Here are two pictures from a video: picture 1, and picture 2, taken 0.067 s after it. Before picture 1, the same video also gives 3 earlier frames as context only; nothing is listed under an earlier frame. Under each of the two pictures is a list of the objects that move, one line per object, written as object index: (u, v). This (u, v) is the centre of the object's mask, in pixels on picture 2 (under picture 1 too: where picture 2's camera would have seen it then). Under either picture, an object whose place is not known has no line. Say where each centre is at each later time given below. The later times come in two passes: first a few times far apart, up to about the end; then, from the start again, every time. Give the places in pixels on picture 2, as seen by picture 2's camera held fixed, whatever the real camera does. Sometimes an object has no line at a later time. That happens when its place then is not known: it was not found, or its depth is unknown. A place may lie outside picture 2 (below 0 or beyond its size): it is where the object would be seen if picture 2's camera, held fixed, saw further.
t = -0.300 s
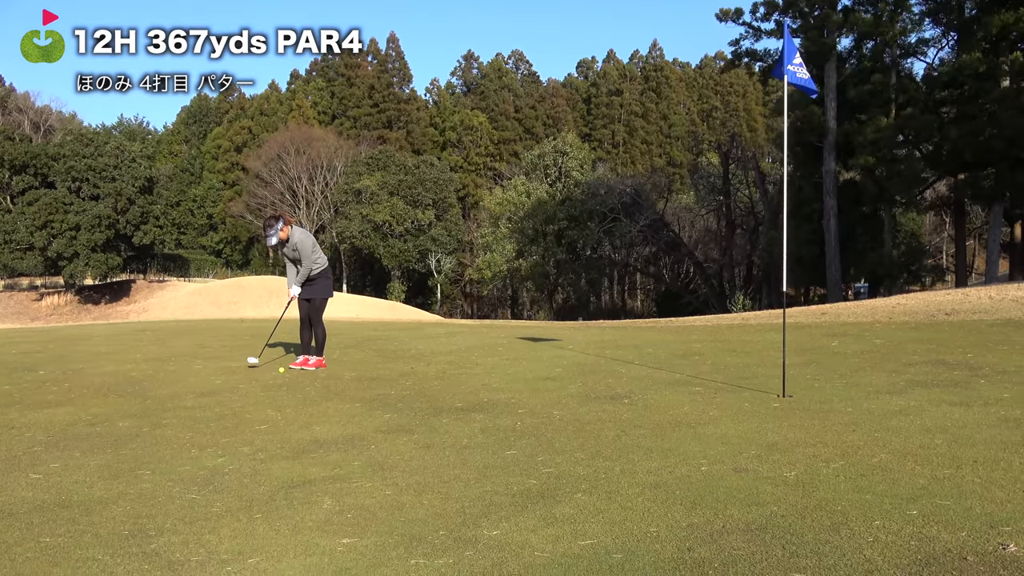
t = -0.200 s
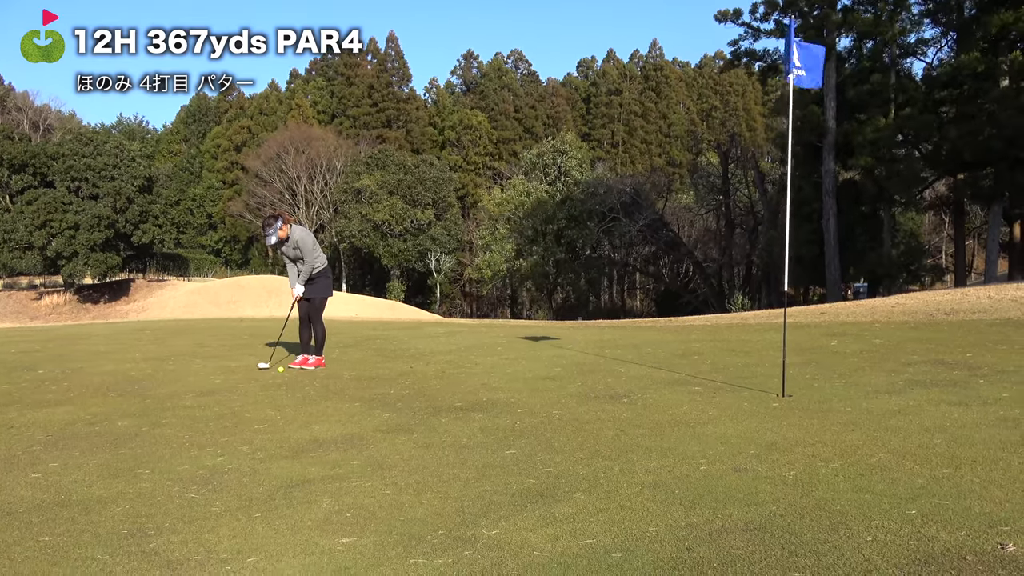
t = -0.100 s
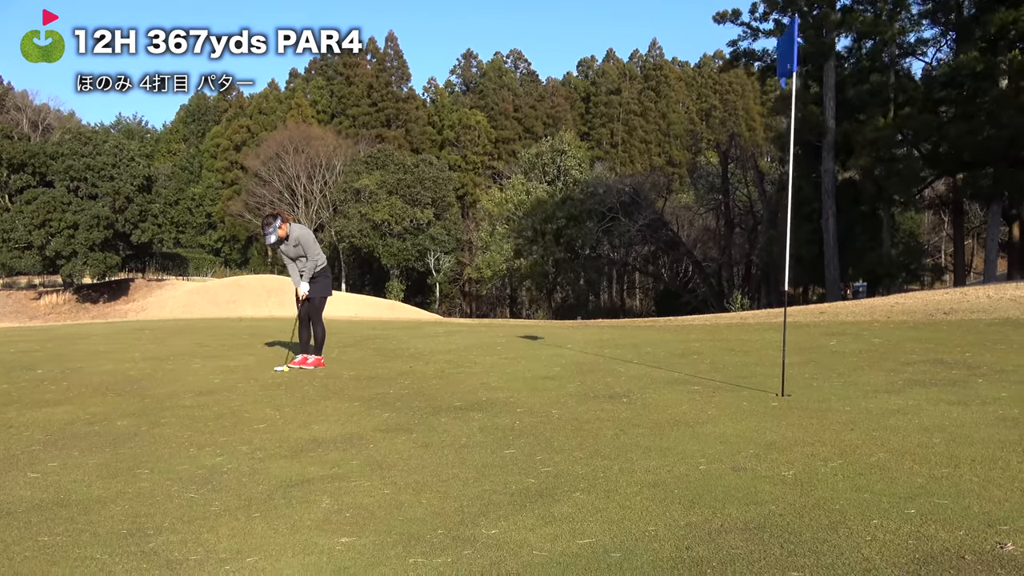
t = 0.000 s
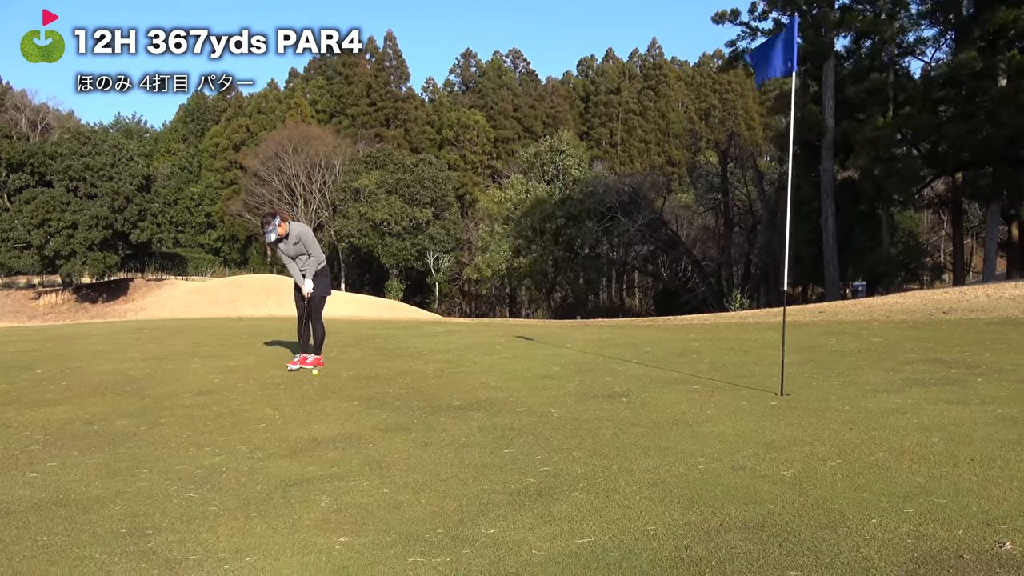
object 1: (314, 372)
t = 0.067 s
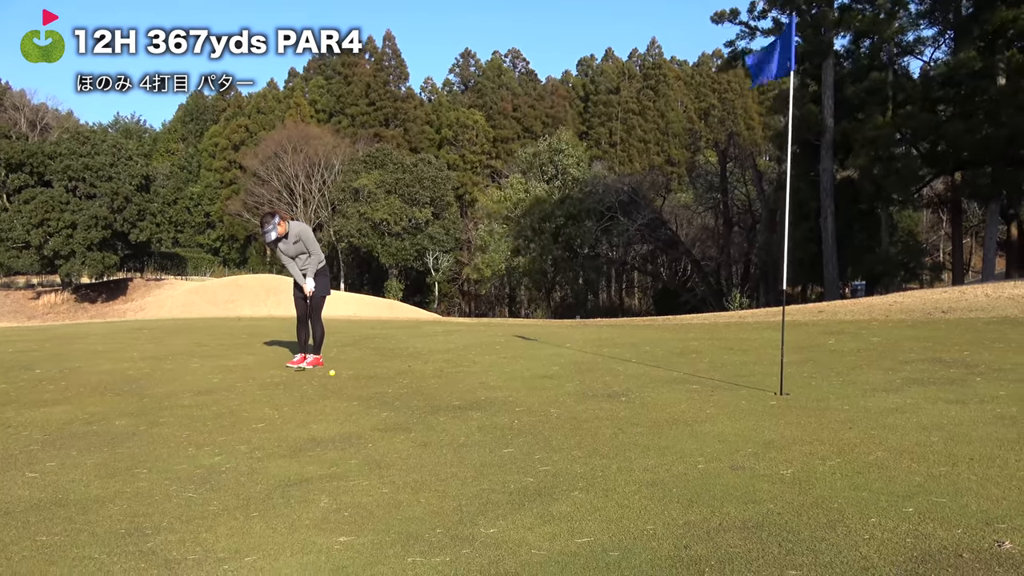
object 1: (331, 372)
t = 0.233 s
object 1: (373, 376)
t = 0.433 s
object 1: (425, 379)
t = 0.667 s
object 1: (487, 383)
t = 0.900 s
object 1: (551, 387)
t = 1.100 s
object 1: (606, 389)
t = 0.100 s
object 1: (340, 373)
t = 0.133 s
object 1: (348, 374)
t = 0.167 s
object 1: (356, 374)
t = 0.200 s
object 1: (365, 375)
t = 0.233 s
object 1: (373, 376)
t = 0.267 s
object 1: (381, 376)
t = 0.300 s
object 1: (390, 377)
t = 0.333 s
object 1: (399, 377)
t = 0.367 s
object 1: (407, 378)
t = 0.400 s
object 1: (416, 379)
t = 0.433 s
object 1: (425, 379)
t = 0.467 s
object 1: (433, 380)
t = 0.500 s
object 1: (442, 380)
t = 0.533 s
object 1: (451, 381)
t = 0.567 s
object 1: (460, 381)
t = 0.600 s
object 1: (469, 382)
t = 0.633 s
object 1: (478, 383)
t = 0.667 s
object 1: (487, 383)
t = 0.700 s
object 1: (496, 384)
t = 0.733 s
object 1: (505, 384)
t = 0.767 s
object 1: (514, 384)
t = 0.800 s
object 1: (523, 385)
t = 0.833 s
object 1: (532, 385)
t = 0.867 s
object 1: (541, 386)
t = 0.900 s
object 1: (551, 387)
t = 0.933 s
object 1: (560, 386)
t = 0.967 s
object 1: (569, 387)
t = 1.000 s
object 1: (578, 388)
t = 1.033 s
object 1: (588, 388)
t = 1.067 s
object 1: (597, 389)
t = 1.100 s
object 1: (606, 389)
